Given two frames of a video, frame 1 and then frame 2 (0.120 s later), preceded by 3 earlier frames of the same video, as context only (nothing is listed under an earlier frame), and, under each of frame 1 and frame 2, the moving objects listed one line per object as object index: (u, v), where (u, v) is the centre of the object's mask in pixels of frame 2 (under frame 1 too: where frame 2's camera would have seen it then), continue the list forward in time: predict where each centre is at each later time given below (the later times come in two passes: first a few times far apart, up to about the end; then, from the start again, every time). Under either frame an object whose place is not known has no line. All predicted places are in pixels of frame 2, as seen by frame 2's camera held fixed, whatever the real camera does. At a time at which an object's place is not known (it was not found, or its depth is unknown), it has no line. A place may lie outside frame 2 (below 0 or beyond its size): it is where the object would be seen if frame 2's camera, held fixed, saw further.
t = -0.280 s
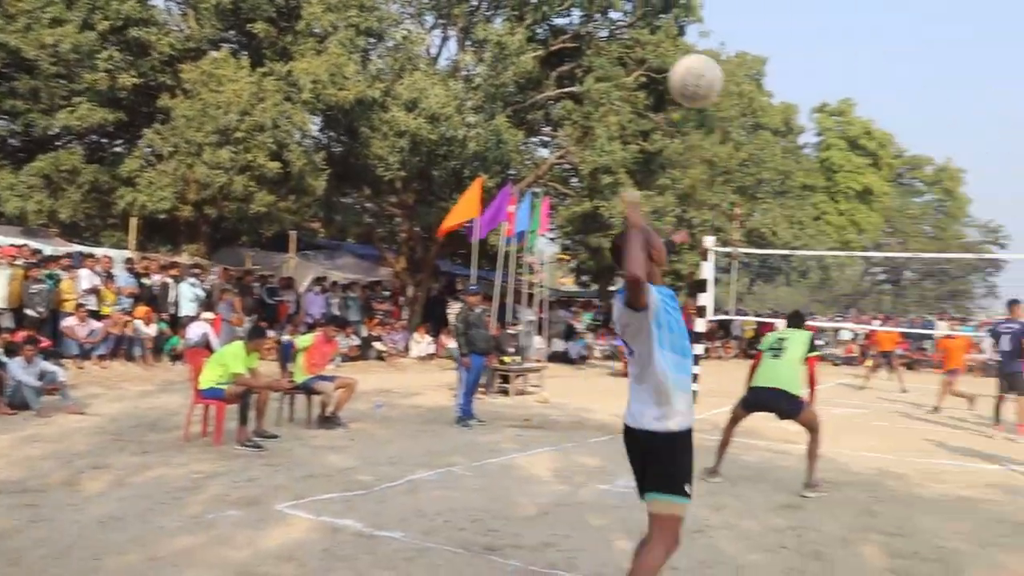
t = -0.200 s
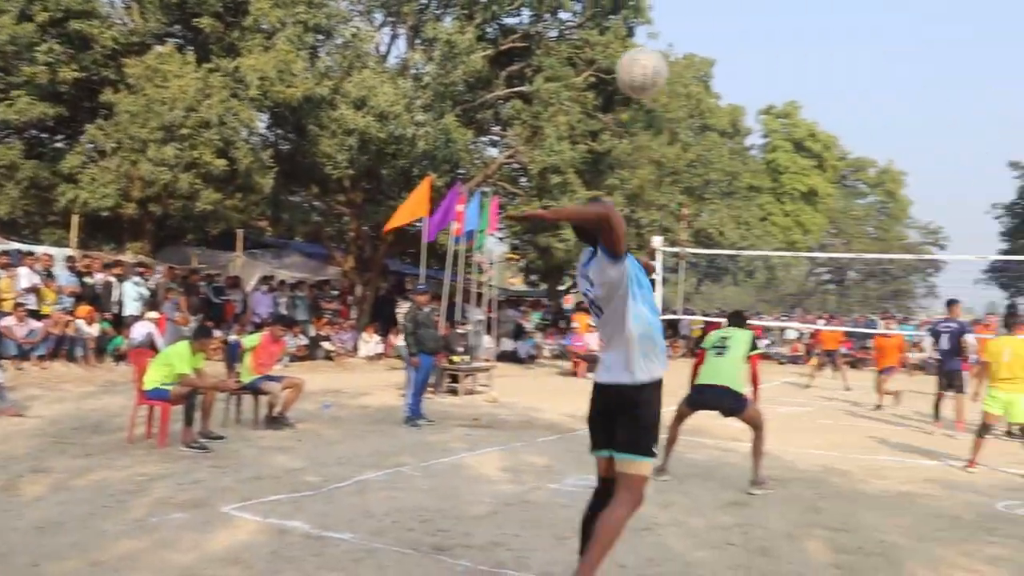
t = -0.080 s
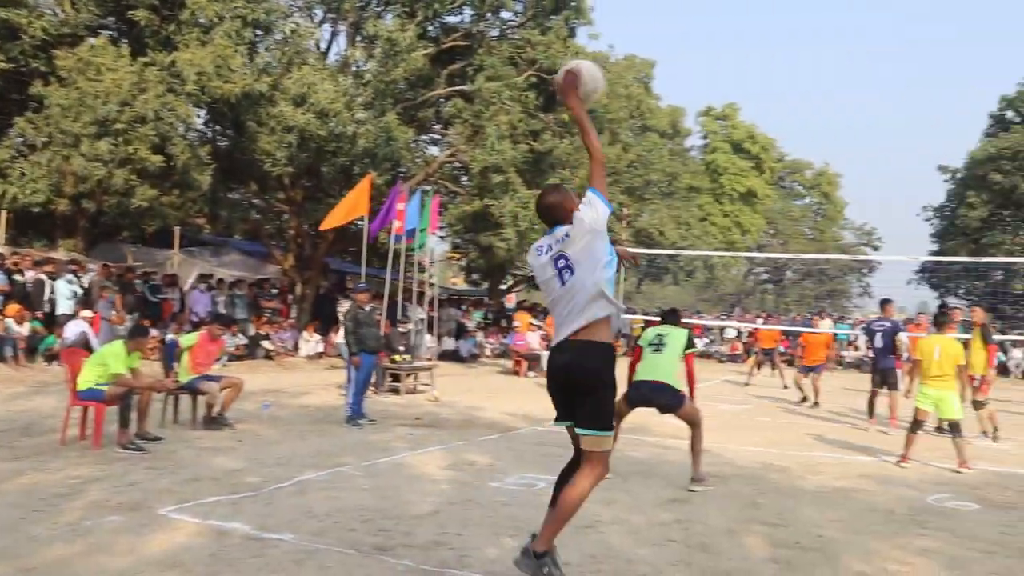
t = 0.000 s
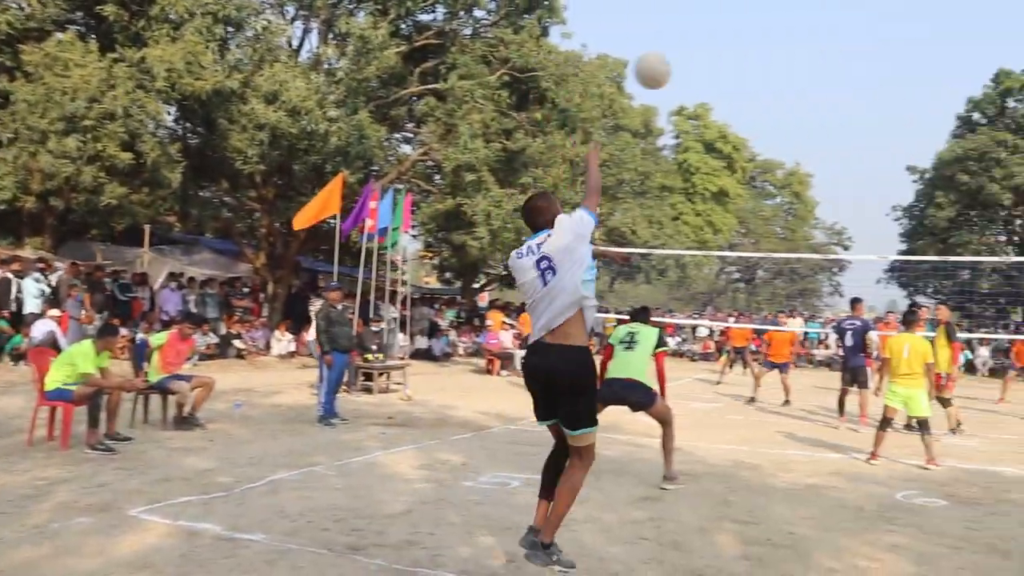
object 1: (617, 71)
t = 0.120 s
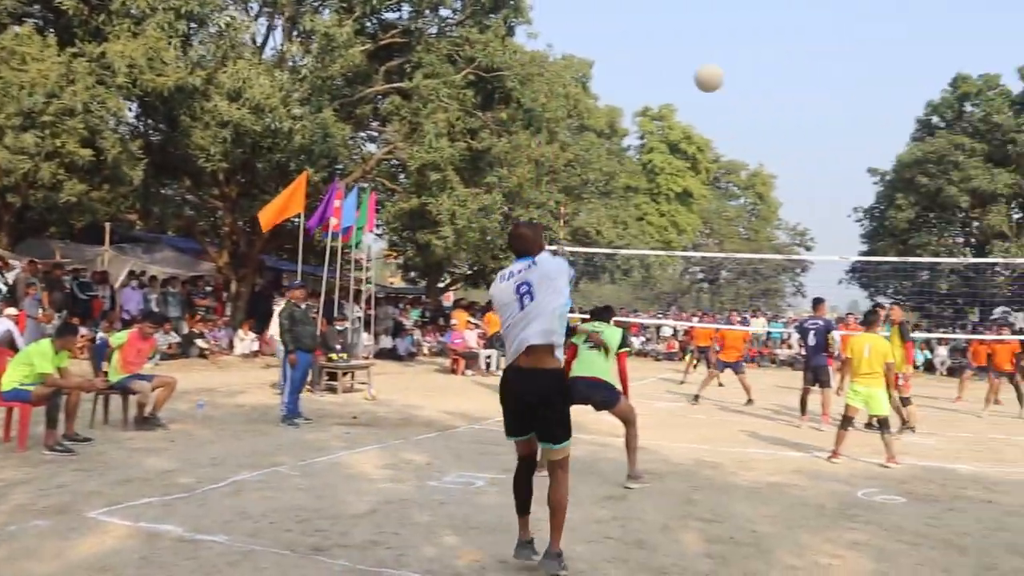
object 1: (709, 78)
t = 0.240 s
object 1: (764, 99)
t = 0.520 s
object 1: (838, 172)
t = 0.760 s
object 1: (873, 247)
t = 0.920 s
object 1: (888, 300)
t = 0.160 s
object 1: (730, 84)
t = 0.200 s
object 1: (748, 90)
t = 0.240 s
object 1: (764, 99)
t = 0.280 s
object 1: (778, 108)
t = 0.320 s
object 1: (790, 118)
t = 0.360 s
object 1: (801, 128)
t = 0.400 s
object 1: (812, 138)
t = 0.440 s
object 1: (822, 149)
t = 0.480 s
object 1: (831, 160)
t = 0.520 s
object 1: (838, 172)
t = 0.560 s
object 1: (845, 184)
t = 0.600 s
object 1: (852, 196)
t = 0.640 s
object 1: (857, 209)
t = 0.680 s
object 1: (863, 220)
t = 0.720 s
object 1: (868, 234)
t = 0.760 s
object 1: (873, 247)
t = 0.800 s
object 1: (877, 260)
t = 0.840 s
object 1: (880, 274)
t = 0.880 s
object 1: (884, 288)
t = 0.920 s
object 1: (888, 300)
